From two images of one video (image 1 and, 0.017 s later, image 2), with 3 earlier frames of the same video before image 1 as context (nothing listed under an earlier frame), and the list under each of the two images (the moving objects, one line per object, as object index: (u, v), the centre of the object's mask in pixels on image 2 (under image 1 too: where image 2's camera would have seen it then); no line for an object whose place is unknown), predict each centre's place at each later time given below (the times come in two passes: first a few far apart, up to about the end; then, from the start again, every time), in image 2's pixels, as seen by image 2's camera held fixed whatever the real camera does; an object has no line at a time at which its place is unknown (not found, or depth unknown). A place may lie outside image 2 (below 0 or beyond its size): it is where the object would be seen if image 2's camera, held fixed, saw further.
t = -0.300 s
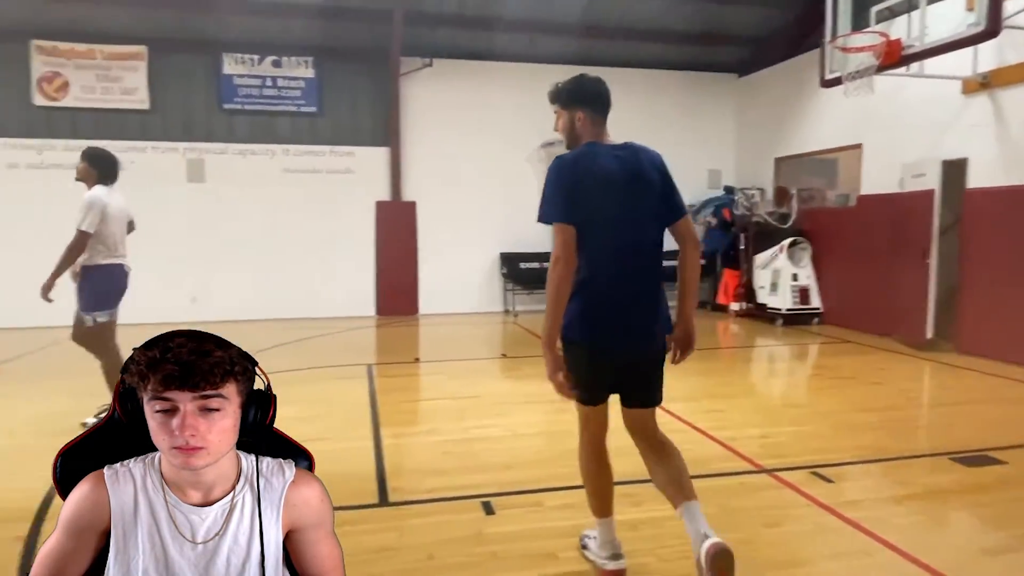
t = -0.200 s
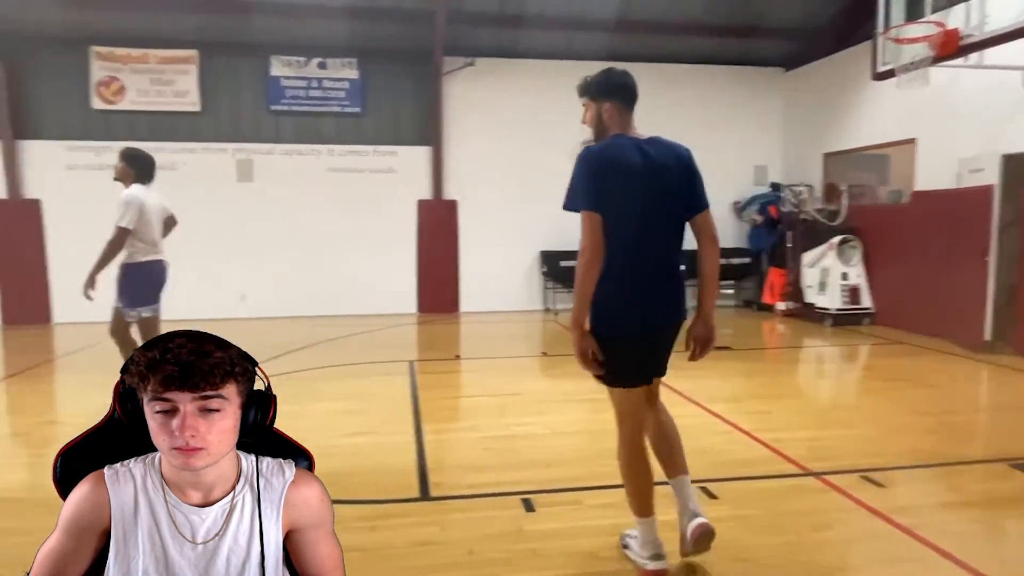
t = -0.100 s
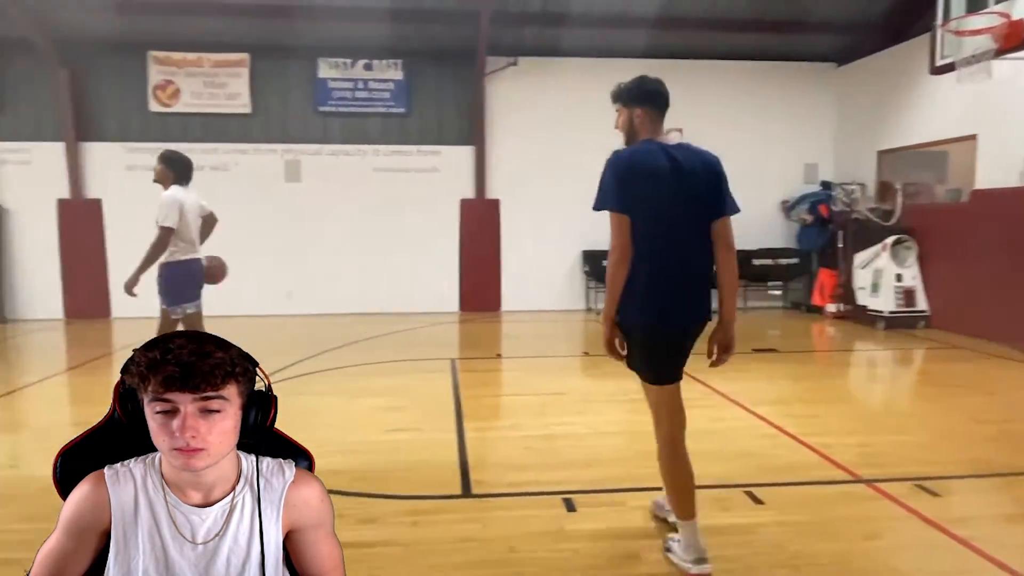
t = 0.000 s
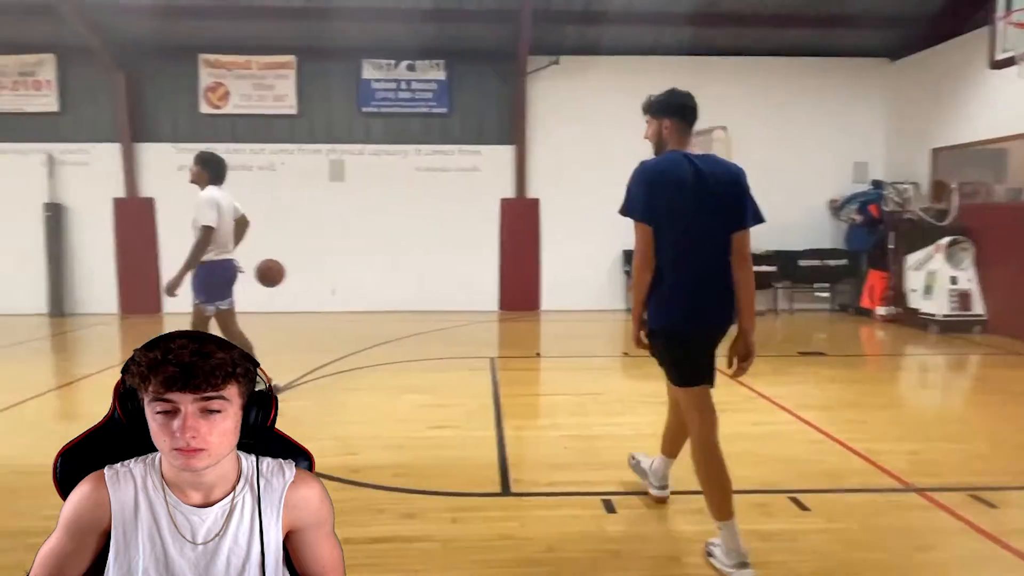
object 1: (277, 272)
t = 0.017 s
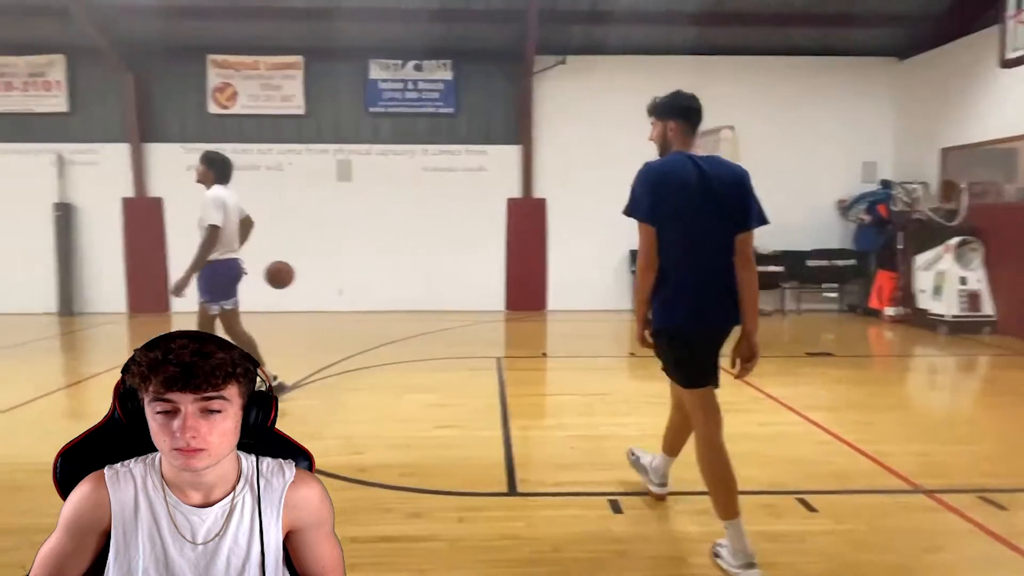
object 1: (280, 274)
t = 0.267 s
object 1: (310, 344)
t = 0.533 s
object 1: (332, 330)
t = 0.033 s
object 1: (282, 277)
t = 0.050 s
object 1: (284, 279)
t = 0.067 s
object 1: (285, 282)
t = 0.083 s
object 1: (287, 286)
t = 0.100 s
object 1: (289, 289)
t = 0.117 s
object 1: (292, 293)
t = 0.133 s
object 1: (294, 298)
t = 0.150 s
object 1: (296, 303)
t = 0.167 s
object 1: (298, 307)
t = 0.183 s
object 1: (299, 313)
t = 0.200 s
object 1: (302, 318)
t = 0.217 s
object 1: (304, 324)
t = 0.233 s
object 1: (306, 330)
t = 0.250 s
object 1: (308, 337)
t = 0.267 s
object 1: (310, 344)
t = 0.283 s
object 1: (312, 351)
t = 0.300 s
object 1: (314, 358)
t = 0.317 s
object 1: (316, 366)
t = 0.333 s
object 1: (318, 374)
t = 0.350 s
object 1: (320, 379)
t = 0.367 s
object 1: (321, 373)
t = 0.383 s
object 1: (322, 367)
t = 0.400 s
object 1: (323, 362)
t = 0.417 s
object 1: (324, 356)
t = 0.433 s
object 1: (325, 352)
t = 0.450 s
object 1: (326, 347)
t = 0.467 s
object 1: (327, 343)
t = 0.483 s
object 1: (328, 339)
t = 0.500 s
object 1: (329, 336)
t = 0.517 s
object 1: (331, 332)
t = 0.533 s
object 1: (332, 330)
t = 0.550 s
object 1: (333, 327)
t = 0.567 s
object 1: (334, 325)
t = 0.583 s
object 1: (335, 323)
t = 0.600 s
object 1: (336, 321)
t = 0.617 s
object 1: (337, 320)
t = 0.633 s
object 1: (338, 319)
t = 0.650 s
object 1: (340, 318)
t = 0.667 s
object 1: (341, 318)
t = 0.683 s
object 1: (342, 318)
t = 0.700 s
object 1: (343, 318)
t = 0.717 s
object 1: (344, 319)
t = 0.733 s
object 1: (346, 320)
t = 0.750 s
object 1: (347, 321)
